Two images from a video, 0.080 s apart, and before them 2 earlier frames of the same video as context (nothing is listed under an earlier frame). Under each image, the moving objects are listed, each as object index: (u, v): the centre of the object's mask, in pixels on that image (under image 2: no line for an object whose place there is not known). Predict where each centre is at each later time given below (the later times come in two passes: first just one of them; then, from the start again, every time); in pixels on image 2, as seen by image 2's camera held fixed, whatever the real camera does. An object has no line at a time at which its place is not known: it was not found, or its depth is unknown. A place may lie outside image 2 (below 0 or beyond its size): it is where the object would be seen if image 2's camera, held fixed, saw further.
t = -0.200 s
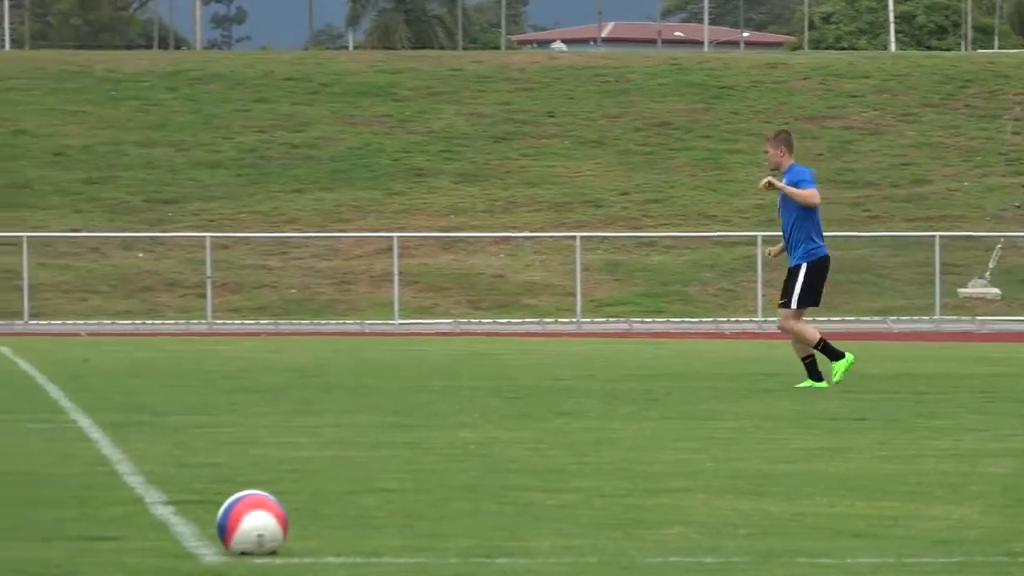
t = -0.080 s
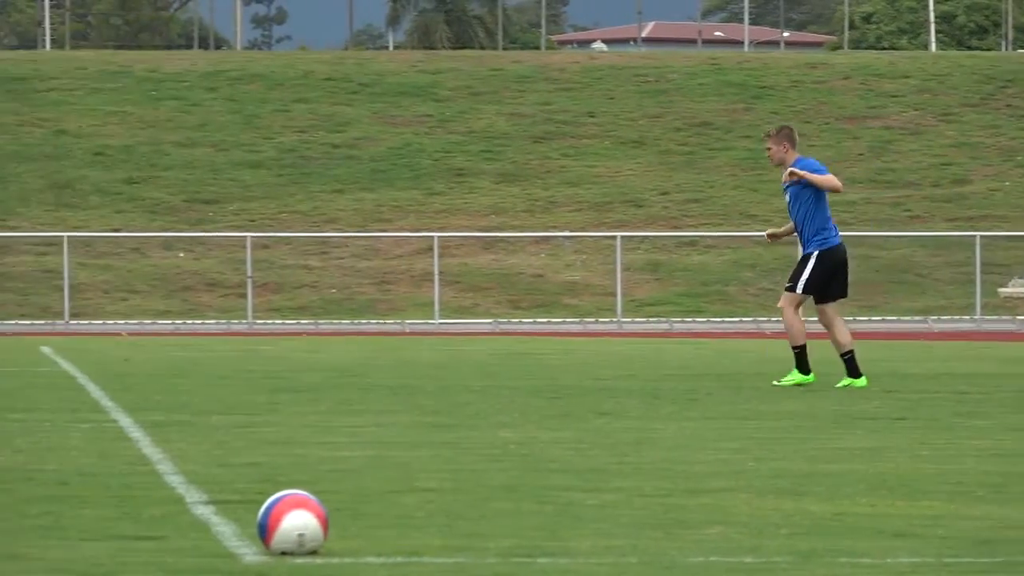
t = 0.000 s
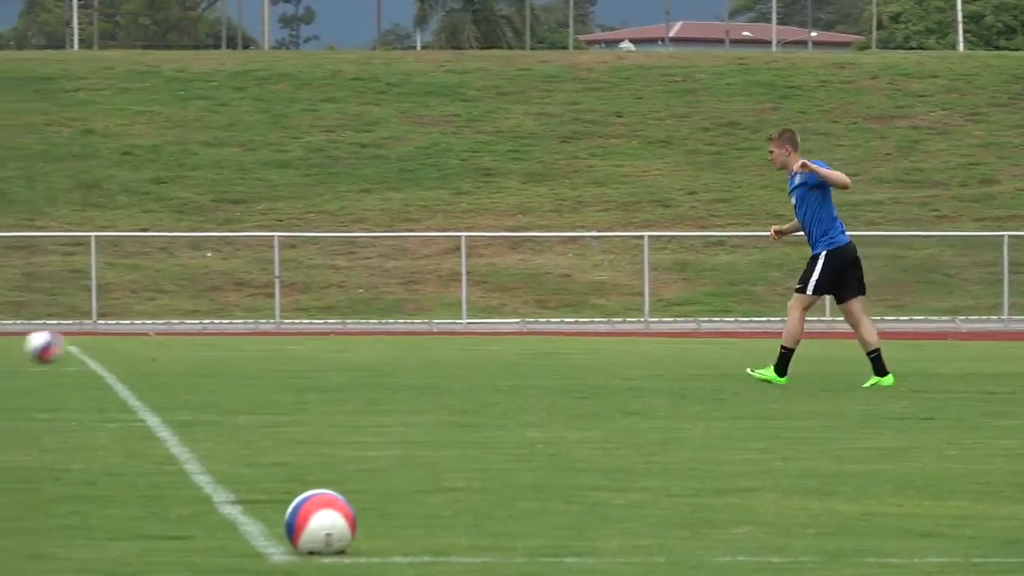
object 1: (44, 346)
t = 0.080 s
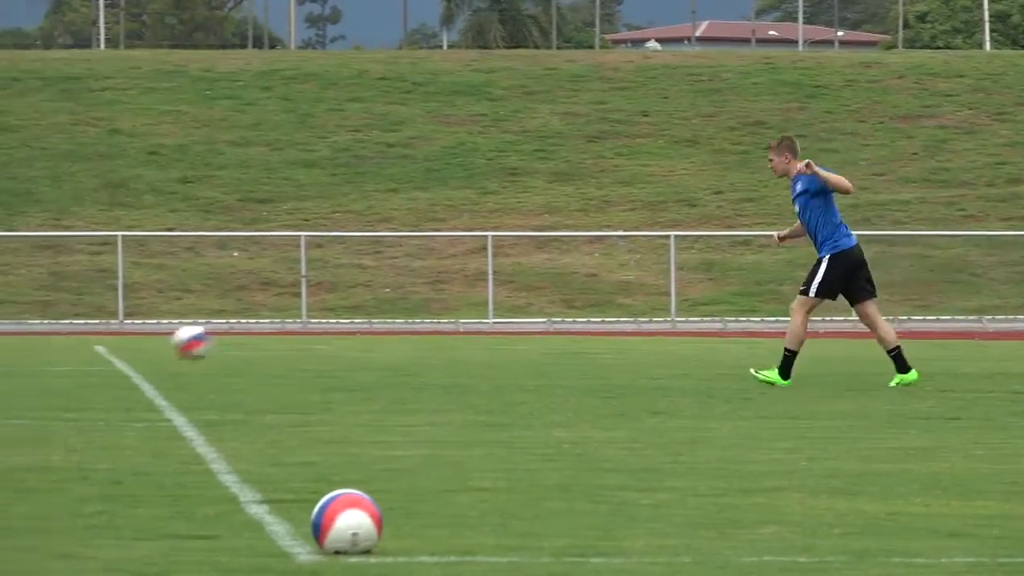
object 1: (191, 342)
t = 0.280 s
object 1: (494, 368)
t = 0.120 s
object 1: (251, 343)
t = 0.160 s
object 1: (312, 347)
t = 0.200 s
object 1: (375, 353)
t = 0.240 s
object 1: (434, 363)
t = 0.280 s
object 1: (494, 368)
